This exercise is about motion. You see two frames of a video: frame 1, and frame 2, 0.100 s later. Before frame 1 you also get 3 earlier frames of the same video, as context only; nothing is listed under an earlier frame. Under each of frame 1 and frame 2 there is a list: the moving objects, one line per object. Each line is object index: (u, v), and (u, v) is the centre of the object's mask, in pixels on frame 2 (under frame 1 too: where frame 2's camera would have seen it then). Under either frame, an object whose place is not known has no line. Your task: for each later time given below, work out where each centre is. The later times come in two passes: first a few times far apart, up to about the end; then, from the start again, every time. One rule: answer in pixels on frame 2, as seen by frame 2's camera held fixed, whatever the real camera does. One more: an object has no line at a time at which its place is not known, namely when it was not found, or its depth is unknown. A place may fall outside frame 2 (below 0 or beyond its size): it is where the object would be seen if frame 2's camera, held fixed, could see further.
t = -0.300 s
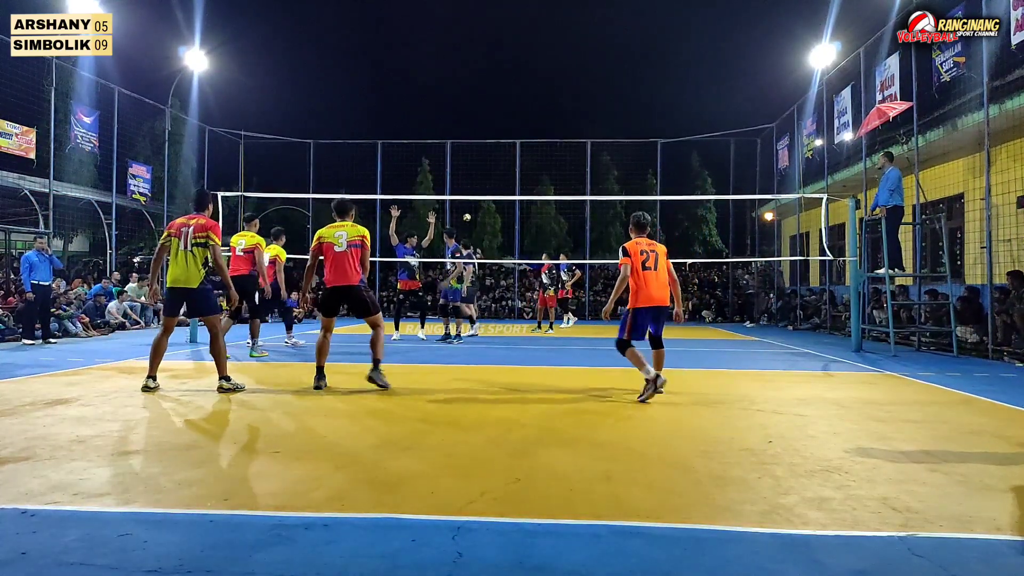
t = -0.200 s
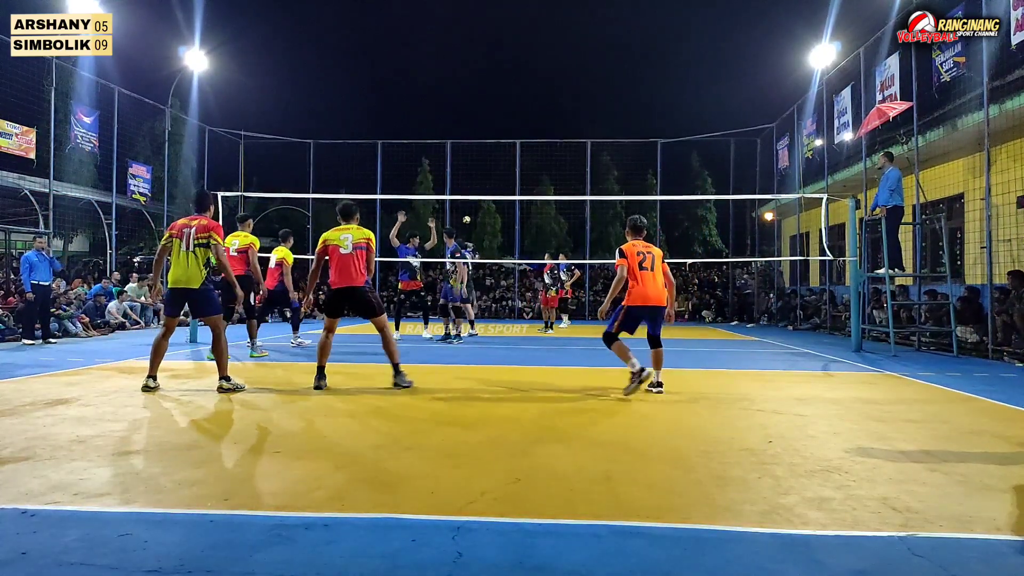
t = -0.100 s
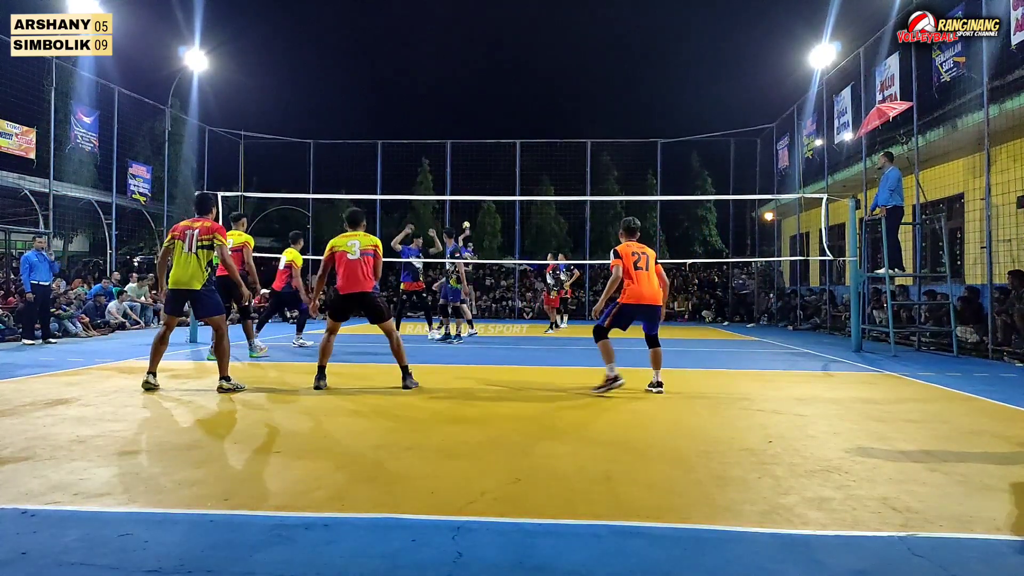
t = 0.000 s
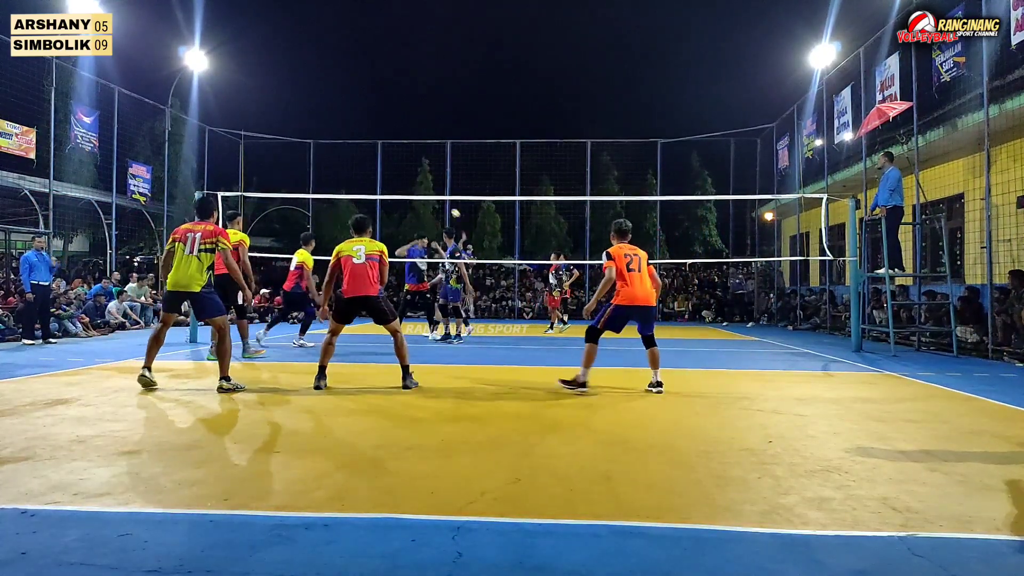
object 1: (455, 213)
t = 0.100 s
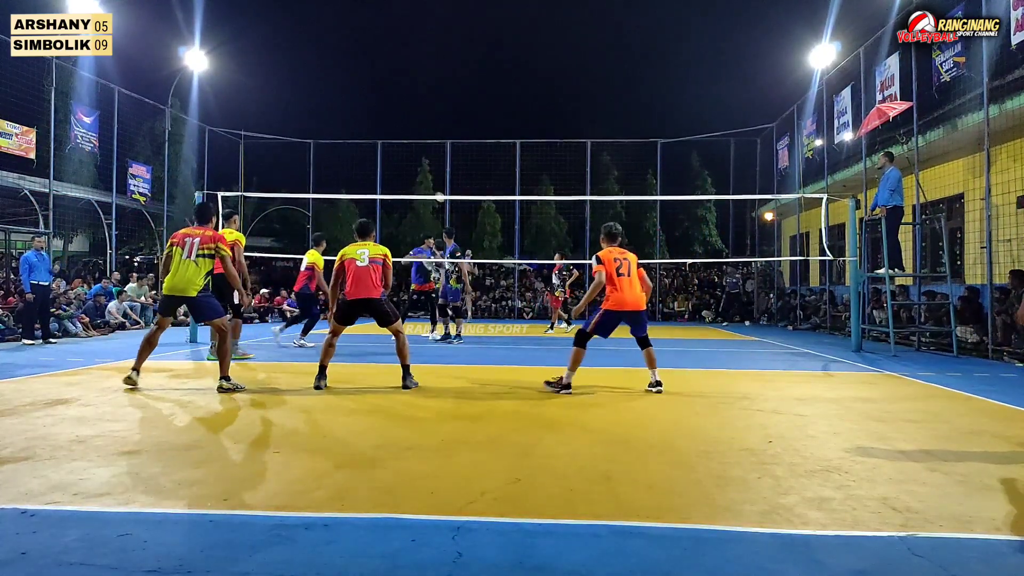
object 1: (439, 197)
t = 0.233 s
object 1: (415, 177)
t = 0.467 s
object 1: (358, 151)
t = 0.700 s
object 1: (266, 151)
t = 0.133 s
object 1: (434, 191)
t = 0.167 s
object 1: (428, 187)
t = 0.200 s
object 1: (422, 182)
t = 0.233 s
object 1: (415, 177)
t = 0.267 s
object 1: (408, 172)
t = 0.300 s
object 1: (401, 168)
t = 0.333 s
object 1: (393, 164)
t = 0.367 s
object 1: (385, 160)
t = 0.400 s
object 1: (376, 156)
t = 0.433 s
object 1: (367, 153)
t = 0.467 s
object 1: (358, 151)
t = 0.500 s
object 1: (347, 149)
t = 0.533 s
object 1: (336, 147)
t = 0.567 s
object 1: (324, 146)
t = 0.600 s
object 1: (311, 146)
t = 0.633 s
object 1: (298, 147)
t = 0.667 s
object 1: (283, 148)
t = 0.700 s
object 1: (266, 151)
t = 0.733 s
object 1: (249, 155)
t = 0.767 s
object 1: (227, 161)
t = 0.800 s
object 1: (206, 168)
